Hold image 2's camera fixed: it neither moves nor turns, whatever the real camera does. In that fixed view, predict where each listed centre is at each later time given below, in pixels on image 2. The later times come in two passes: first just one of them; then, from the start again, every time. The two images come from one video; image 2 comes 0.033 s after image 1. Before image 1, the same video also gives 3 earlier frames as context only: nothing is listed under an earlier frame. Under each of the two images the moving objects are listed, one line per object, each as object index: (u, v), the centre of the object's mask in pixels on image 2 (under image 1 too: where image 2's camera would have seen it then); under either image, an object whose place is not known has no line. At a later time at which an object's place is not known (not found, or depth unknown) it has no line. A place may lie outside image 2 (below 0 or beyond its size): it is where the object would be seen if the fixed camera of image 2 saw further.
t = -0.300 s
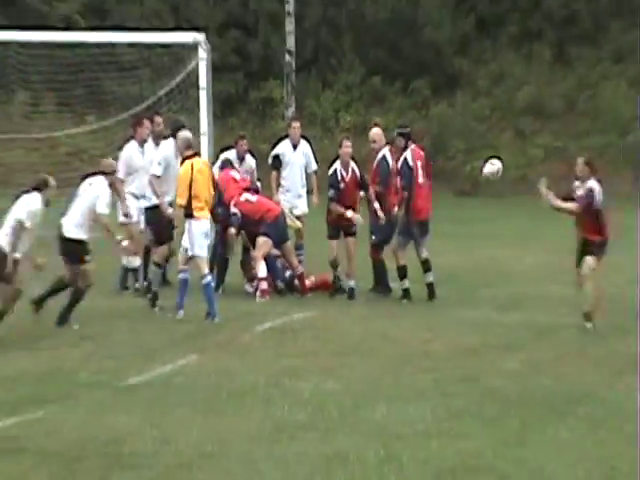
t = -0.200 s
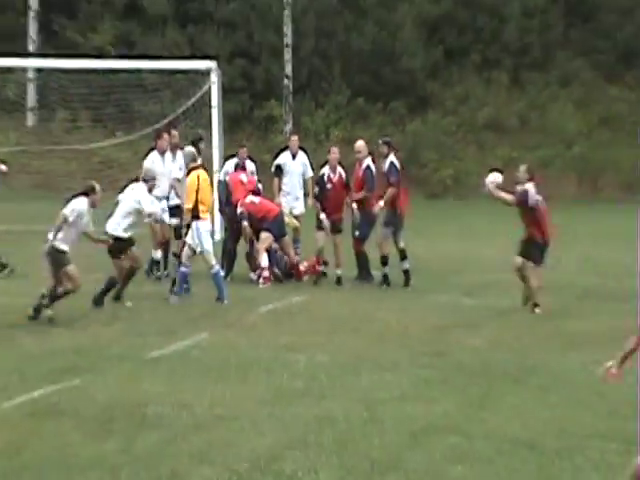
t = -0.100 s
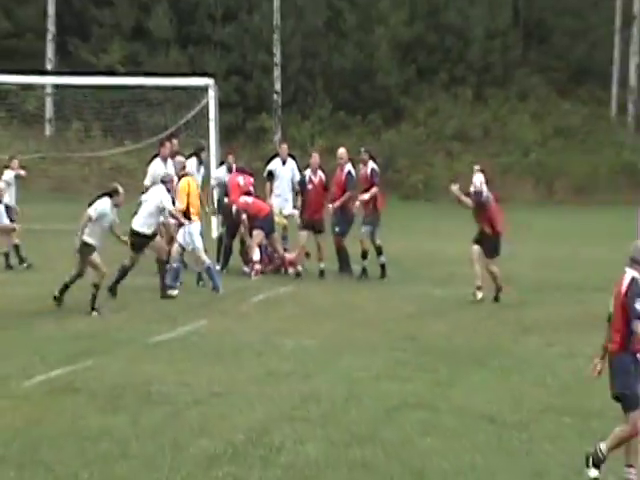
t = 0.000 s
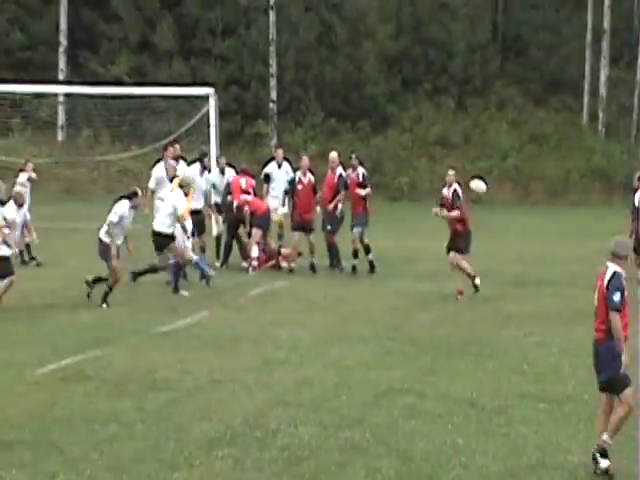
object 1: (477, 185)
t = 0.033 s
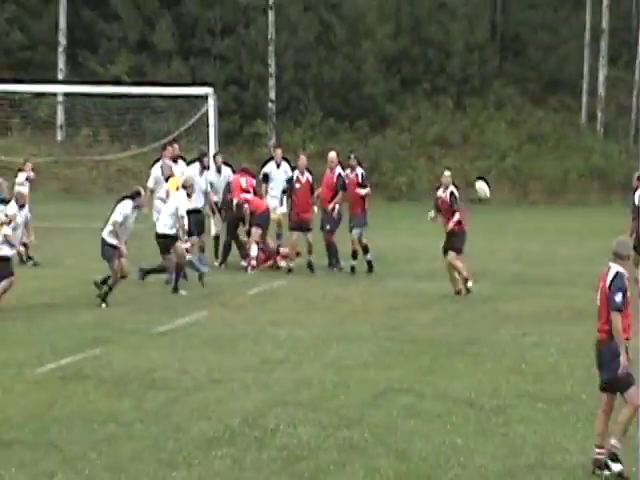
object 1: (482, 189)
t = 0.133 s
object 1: (499, 202)
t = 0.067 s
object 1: (487, 192)
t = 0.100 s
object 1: (494, 197)
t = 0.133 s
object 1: (499, 202)
